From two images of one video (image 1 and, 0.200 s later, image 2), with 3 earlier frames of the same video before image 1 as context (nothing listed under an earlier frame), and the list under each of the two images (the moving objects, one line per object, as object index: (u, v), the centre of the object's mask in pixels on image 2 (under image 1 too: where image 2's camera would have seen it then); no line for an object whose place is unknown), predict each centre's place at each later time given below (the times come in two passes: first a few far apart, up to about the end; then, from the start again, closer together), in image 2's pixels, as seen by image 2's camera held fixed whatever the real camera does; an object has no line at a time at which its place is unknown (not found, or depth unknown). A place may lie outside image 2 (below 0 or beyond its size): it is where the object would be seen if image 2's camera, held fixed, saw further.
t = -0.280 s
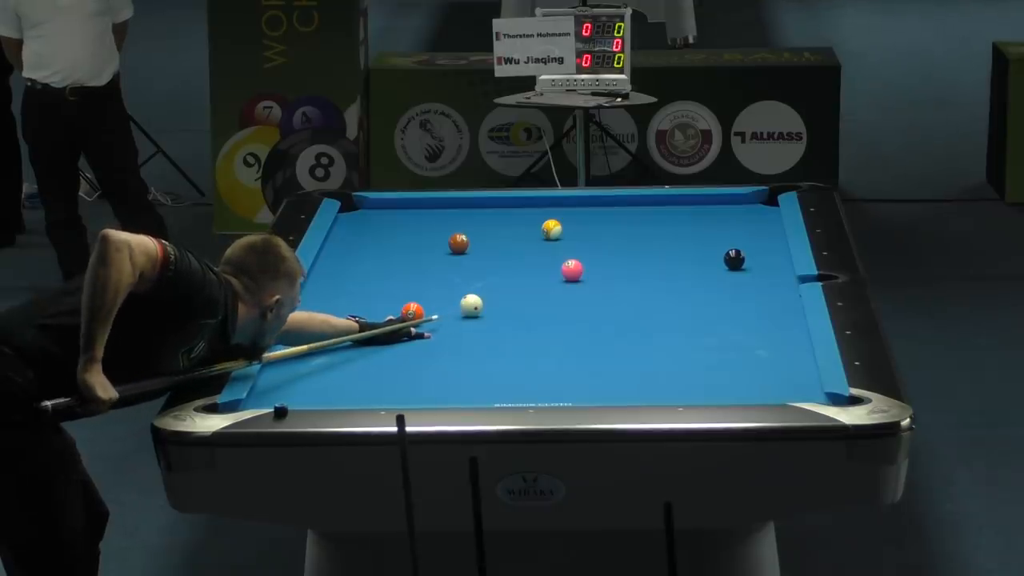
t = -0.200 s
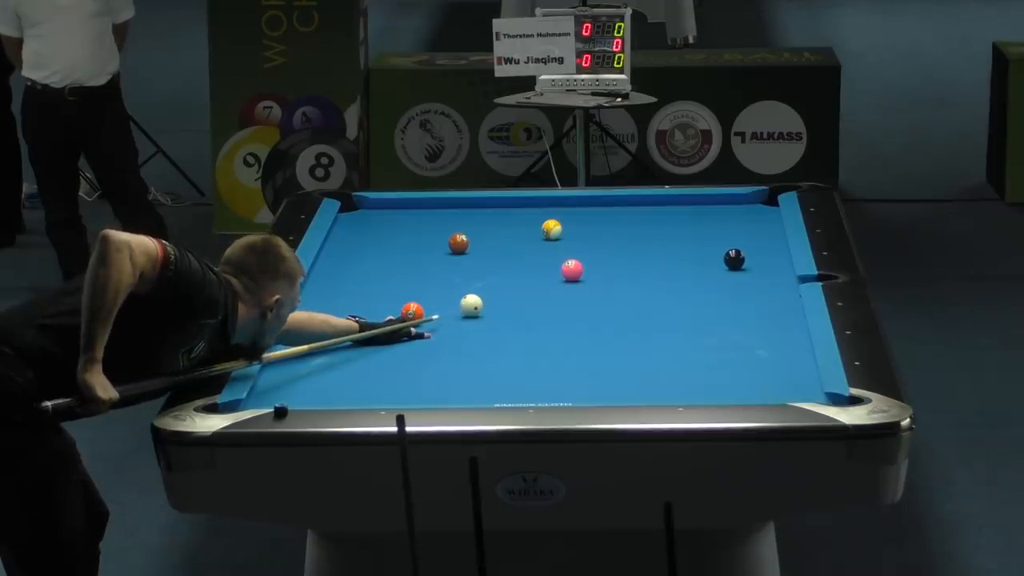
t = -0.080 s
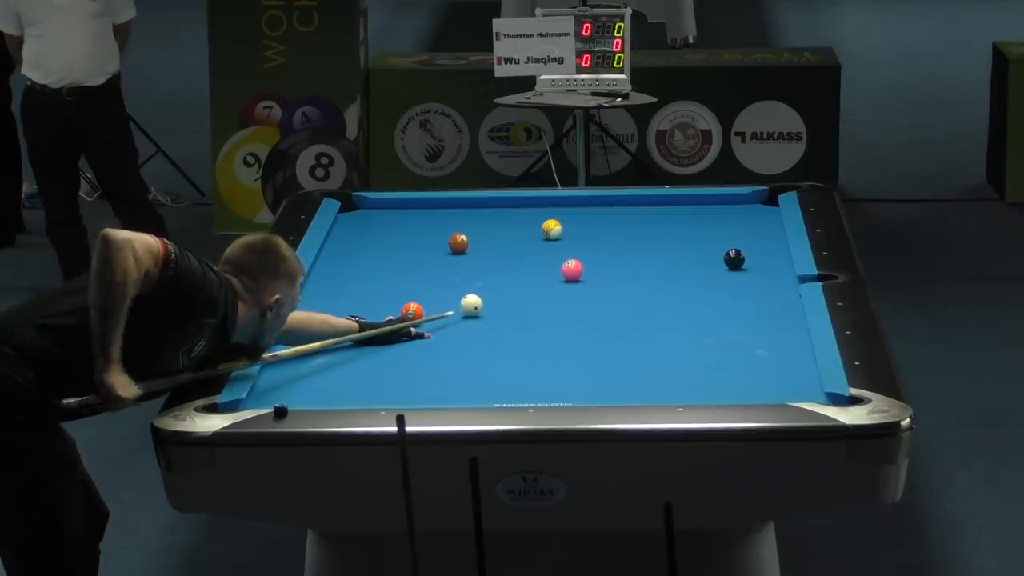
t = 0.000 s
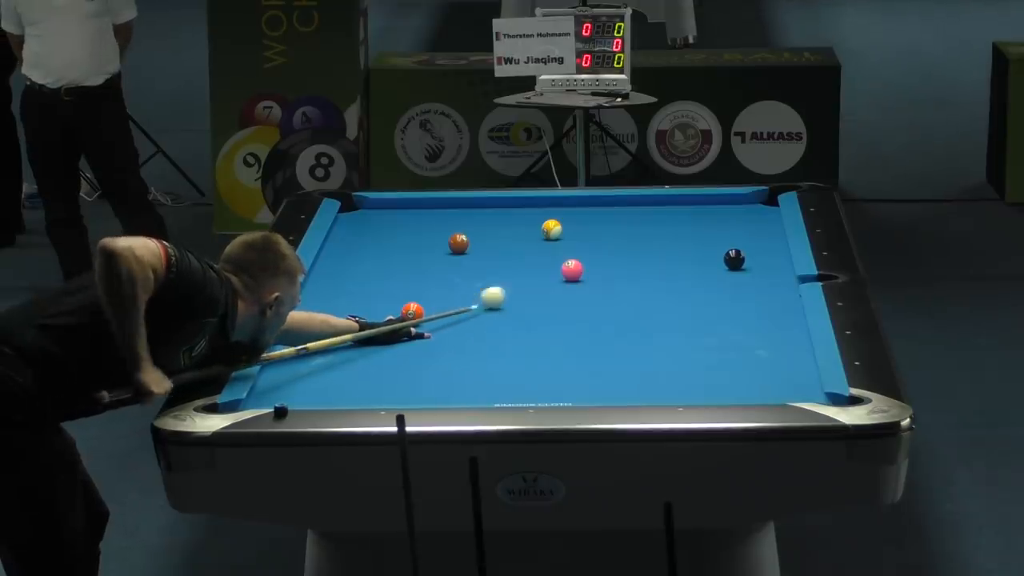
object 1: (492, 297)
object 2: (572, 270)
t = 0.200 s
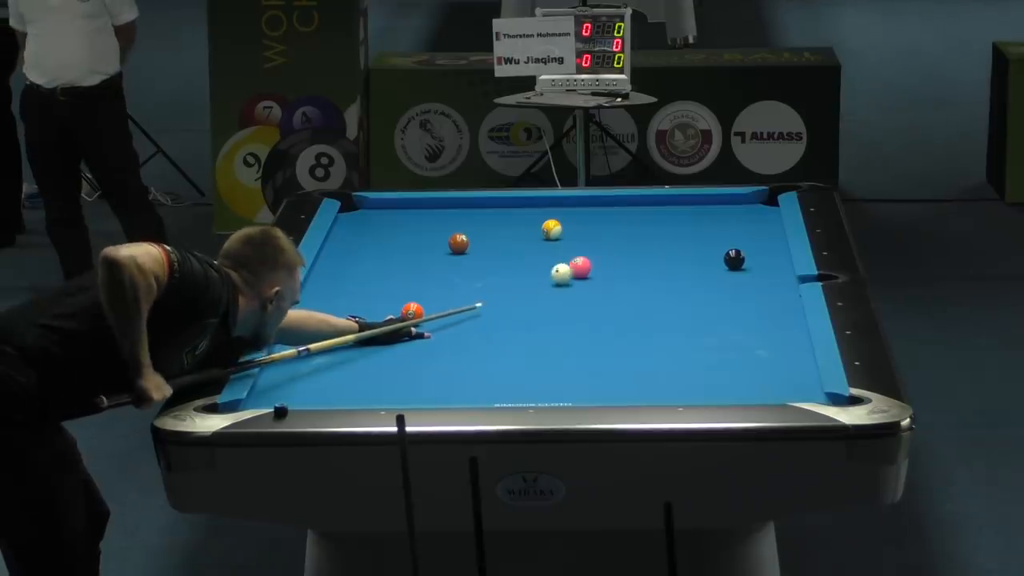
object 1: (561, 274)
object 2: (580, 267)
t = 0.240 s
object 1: (562, 274)
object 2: (592, 263)
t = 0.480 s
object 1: (566, 273)
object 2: (646, 243)
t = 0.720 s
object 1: (568, 273)
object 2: (694, 227)
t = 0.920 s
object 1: (568, 273)
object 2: (731, 214)
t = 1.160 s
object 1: (569, 273)
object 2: (768, 199)
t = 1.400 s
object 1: (569, 272)
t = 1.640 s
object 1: (569, 272)
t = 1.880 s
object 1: (569, 272)
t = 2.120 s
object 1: (569, 272)
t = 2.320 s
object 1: (569, 273)
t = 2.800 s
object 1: (569, 273)
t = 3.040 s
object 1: (569, 273)
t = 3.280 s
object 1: (569, 273)
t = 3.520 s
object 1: (569, 273)
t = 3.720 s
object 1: (569, 273)
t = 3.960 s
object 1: (569, 273)
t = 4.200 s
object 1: (569, 273)
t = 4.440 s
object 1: (569, 273)
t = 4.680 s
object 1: (569, 273)
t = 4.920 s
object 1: (569, 273)
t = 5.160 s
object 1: (569, 273)
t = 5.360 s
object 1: (569, 273)
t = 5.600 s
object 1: (569, 273)
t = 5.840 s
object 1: (569, 273)
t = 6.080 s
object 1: (569, 273)
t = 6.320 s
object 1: (569, 273)
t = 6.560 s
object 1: (569, 273)
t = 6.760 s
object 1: (569, 273)
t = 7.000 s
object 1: (569, 273)
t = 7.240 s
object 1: (569, 273)
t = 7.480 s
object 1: (569, 273)
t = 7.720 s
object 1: (569, 273)
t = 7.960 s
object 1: (569, 273)
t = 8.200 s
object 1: (569, 273)
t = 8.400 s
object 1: (569, 273)
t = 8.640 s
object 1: (569, 273)
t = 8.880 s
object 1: (569, 273)
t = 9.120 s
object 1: (569, 273)
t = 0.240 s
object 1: (562, 274)
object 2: (592, 263)
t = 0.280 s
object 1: (563, 274)
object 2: (602, 259)
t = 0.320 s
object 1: (563, 274)
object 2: (613, 256)
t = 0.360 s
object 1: (564, 273)
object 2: (622, 252)
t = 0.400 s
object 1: (564, 273)
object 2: (630, 249)
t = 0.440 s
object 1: (565, 273)
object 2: (638, 246)
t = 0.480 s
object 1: (566, 273)
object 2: (646, 243)
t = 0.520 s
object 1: (566, 273)
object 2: (655, 240)
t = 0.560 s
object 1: (567, 273)
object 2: (663, 238)
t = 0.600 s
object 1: (567, 273)
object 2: (670, 235)
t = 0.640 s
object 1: (567, 273)
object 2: (678, 232)
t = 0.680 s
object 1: (568, 273)
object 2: (686, 229)
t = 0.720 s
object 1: (568, 273)
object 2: (694, 227)
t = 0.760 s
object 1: (568, 273)
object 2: (701, 224)
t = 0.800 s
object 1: (568, 273)
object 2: (709, 221)
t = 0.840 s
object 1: (568, 273)
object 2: (716, 219)
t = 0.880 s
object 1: (568, 272)
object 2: (723, 216)
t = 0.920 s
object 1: (568, 273)
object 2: (731, 214)
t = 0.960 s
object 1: (569, 272)
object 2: (738, 211)
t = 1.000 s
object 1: (569, 273)
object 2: (745, 209)
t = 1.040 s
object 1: (569, 273)
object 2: (752, 206)
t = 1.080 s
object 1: (569, 273)
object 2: (758, 204)
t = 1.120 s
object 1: (569, 273)
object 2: (765, 202)
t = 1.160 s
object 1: (569, 273)
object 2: (768, 199)
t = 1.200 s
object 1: (569, 273)
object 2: (767, 197)
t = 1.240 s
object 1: (569, 272)
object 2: (766, 196)
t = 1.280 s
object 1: (569, 273)
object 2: (771, 197)
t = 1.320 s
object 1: (569, 273)
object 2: (775, 203)
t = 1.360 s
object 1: (569, 272)
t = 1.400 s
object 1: (569, 272)
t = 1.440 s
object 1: (569, 272)
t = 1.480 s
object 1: (569, 272)
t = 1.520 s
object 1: (569, 272)
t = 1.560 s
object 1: (569, 273)
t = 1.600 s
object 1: (569, 272)
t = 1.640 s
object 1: (569, 272)
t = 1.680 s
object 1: (569, 272)
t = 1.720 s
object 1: (569, 272)
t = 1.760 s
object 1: (569, 272)
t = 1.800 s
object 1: (569, 272)
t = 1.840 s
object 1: (569, 272)
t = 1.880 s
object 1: (569, 272)
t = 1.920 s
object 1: (569, 272)
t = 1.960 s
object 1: (569, 272)
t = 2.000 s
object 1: (569, 272)
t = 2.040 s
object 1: (569, 272)
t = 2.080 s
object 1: (569, 272)
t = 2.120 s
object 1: (569, 272)
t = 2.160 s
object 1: (569, 273)
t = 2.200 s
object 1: (569, 273)
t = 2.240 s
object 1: (569, 273)
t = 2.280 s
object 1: (569, 273)
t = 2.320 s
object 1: (569, 273)
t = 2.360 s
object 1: (569, 273)
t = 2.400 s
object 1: (569, 273)
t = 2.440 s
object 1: (574, 271)
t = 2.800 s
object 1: (569, 273)
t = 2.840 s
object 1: (569, 273)
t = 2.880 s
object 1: (569, 273)
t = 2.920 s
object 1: (569, 273)
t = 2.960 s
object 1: (569, 273)
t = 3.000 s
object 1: (569, 273)
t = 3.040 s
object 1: (569, 273)
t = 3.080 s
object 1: (569, 273)
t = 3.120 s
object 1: (569, 273)
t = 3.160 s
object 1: (569, 273)
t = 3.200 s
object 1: (569, 273)
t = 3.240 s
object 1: (569, 273)
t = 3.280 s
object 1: (569, 273)
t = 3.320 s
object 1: (569, 273)
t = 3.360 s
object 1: (569, 273)
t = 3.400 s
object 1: (569, 273)
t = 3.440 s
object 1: (569, 273)
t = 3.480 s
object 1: (569, 273)
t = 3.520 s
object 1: (569, 273)
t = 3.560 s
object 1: (569, 273)
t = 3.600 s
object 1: (569, 273)
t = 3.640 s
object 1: (569, 273)
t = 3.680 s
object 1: (569, 273)
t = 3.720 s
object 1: (569, 273)
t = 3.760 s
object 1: (569, 273)
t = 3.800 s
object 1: (569, 273)
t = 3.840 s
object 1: (569, 273)
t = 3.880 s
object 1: (569, 273)
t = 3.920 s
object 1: (569, 273)
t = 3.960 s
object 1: (569, 273)
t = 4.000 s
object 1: (569, 273)
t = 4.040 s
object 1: (569, 273)
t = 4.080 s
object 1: (569, 273)
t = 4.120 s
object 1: (569, 273)
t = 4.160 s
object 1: (569, 273)
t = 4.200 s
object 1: (569, 273)
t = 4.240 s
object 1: (569, 273)
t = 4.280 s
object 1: (569, 273)
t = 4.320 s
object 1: (569, 273)
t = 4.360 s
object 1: (569, 273)
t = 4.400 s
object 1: (569, 273)
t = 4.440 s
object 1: (569, 273)
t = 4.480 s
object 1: (569, 273)
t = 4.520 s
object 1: (569, 273)
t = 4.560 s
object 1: (569, 273)
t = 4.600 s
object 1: (569, 273)
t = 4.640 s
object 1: (569, 273)
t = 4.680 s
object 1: (569, 273)
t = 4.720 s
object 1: (569, 273)
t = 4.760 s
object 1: (569, 273)
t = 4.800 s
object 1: (569, 273)
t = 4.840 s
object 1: (569, 273)
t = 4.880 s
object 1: (569, 273)
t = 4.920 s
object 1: (569, 273)
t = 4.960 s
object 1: (569, 273)
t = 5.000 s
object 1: (569, 273)
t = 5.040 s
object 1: (569, 273)
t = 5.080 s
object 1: (569, 273)
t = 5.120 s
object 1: (569, 273)
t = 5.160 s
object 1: (569, 273)
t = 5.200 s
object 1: (569, 273)
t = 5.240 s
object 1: (569, 273)
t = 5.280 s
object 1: (569, 273)
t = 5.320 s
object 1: (569, 273)
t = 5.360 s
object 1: (569, 273)
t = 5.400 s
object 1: (569, 273)
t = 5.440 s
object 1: (569, 273)
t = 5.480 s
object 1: (569, 273)
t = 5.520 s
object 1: (569, 273)
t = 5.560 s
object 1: (569, 273)
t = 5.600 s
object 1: (569, 273)
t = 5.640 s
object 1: (569, 273)
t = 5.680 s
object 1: (569, 273)
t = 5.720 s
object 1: (569, 273)
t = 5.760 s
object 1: (569, 273)
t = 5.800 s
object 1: (569, 273)
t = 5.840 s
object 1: (569, 273)
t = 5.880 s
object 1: (569, 273)
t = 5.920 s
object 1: (569, 273)
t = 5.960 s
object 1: (569, 273)
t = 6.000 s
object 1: (569, 273)
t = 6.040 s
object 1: (569, 273)
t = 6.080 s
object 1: (569, 273)
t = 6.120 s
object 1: (569, 273)
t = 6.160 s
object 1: (569, 273)
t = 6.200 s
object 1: (569, 273)
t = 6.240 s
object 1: (569, 273)
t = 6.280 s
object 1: (569, 273)
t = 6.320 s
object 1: (569, 273)
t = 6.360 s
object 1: (569, 273)
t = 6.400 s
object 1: (569, 273)
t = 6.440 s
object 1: (569, 273)
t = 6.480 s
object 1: (569, 273)
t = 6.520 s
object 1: (569, 273)
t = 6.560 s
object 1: (569, 273)
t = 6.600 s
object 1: (569, 273)
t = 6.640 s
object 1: (569, 273)
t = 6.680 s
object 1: (569, 273)
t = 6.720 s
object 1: (569, 273)
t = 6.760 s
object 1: (569, 273)
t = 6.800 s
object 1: (569, 273)
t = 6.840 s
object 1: (569, 273)
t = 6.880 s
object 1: (569, 273)
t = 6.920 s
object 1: (569, 273)
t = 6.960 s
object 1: (569, 273)
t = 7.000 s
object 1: (569, 273)
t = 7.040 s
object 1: (569, 273)
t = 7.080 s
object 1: (569, 273)
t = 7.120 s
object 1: (569, 273)
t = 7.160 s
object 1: (569, 273)
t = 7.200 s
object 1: (569, 273)
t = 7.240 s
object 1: (569, 273)
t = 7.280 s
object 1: (569, 273)
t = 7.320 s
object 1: (569, 273)
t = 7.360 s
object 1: (569, 273)
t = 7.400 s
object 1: (569, 273)
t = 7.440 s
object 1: (569, 273)
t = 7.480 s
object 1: (569, 273)
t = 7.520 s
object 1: (569, 273)
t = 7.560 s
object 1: (569, 273)
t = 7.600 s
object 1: (569, 273)
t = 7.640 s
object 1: (569, 273)
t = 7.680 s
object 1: (569, 273)
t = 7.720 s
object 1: (569, 273)
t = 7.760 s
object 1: (569, 273)
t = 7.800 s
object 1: (569, 273)
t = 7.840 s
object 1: (569, 273)
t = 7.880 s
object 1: (569, 273)
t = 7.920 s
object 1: (569, 273)
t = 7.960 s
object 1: (569, 273)
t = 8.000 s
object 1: (569, 273)
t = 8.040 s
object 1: (569, 273)
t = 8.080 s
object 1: (569, 273)
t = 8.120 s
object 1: (569, 273)
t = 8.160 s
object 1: (569, 273)
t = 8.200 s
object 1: (569, 273)
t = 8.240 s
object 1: (569, 273)
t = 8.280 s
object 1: (569, 273)
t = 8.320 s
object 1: (569, 273)
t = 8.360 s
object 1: (569, 273)
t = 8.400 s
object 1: (569, 273)
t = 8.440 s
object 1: (569, 273)
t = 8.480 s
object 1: (569, 273)
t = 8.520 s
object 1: (569, 273)
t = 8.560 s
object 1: (569, 273)
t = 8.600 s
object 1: (569, 273)
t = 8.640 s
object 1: (569, 273)
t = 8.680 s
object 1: (569, 273)
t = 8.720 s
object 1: (569, 273)
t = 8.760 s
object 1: (569, 273)
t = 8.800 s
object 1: (569, 273)
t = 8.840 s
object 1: (569, 273)
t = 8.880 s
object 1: (569, 273)
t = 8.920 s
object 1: (569, 273)
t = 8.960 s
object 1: (569, 273)
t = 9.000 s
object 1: (569, 273)
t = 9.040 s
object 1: (569, 273)
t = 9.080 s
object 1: (569, 273)
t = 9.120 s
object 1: (569, 273)
